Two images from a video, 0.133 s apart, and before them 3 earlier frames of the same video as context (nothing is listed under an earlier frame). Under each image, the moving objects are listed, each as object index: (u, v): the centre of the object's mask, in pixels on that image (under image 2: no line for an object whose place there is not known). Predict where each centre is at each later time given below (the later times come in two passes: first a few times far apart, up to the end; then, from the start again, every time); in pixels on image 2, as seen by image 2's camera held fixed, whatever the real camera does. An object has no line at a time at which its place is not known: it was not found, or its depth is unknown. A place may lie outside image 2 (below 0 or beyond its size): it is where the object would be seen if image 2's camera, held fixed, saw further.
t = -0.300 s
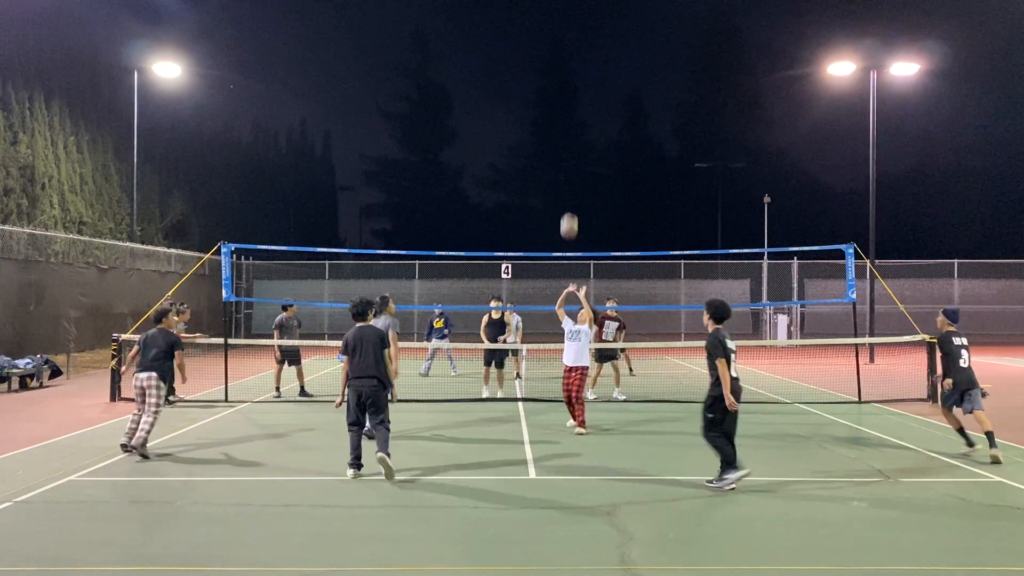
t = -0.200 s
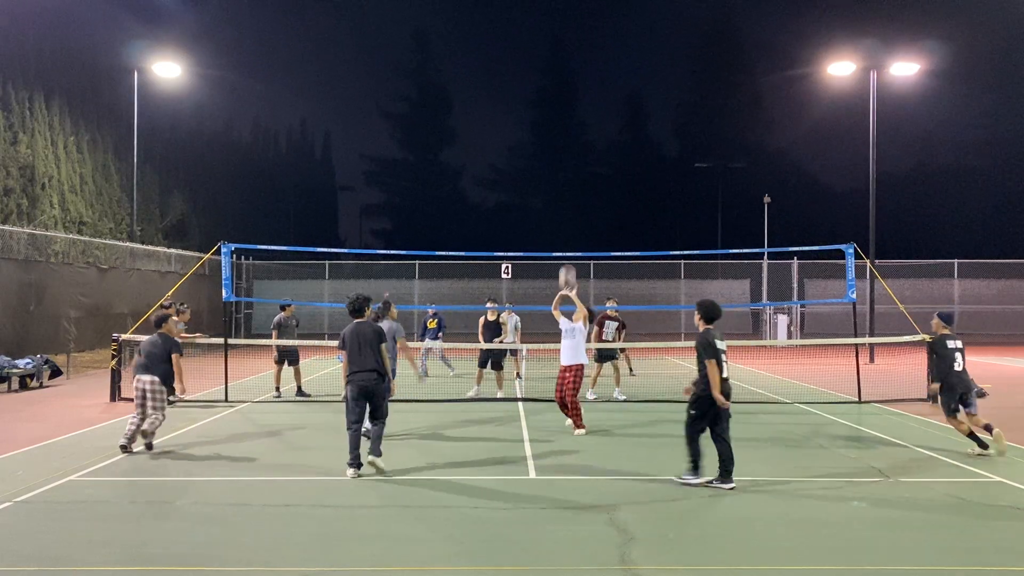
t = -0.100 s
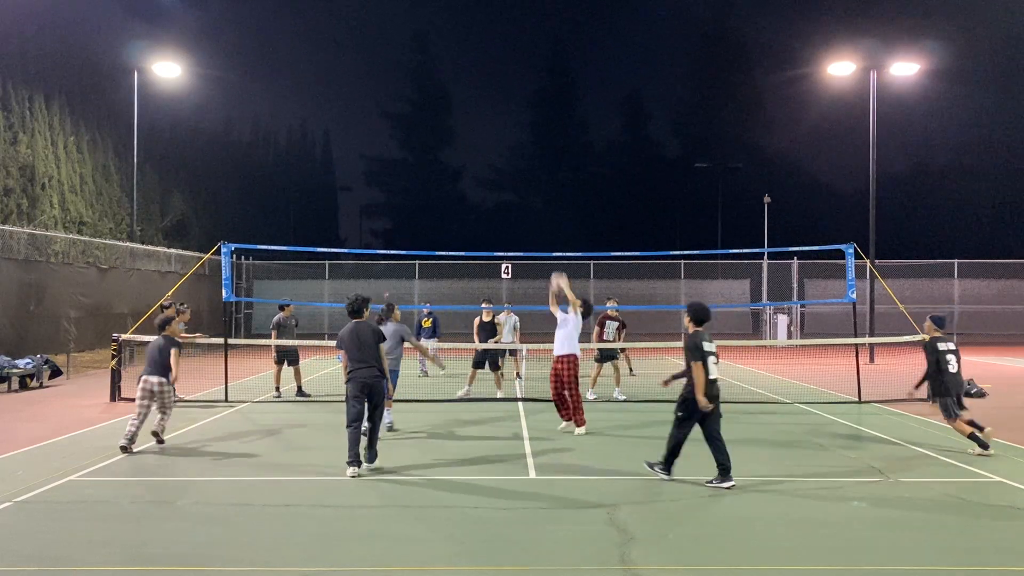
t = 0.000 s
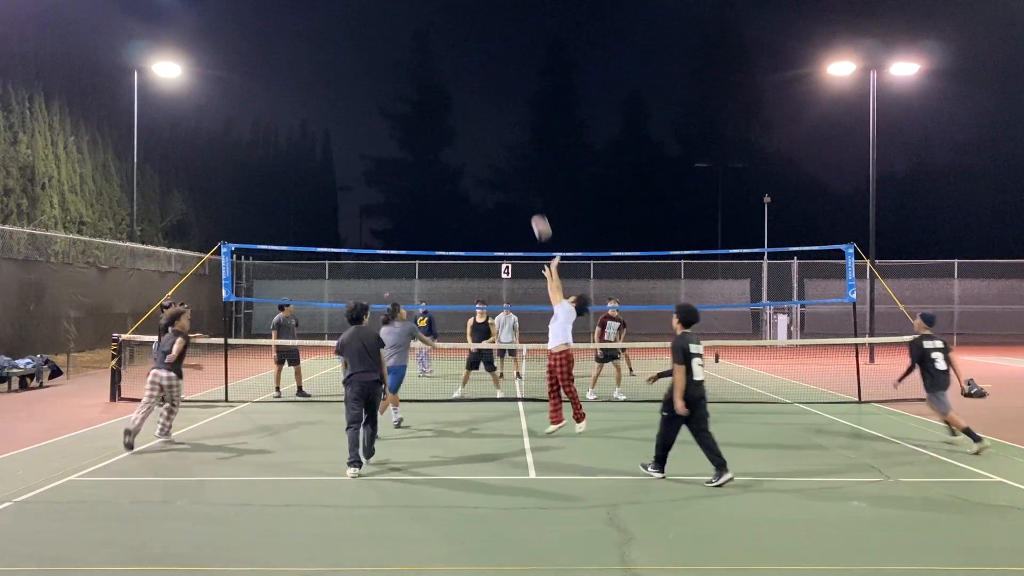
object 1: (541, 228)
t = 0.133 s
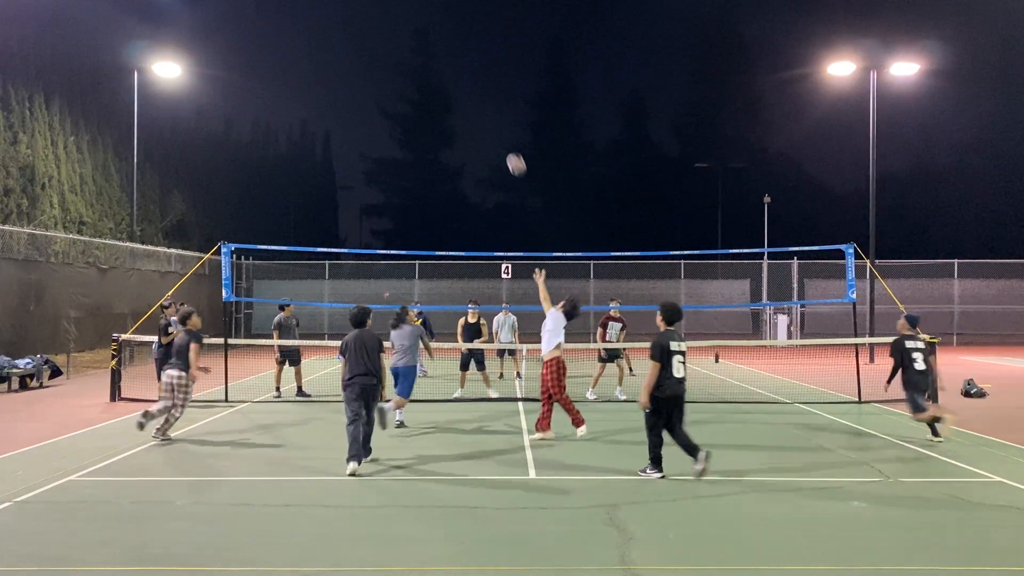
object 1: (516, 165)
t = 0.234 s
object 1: (499, 128)
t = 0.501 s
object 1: (456, 71)
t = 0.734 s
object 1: (421, 67)
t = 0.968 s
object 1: (386, 103)
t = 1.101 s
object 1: (368, 141)
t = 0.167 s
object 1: (510, 151)
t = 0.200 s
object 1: (505, 139)
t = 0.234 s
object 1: (499, 128)
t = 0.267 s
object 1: (494, 117)
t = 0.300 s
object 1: (488, 108)
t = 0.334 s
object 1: (483, 100)
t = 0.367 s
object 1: (478, 92)
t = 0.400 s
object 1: (472, 85)
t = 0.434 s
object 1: (467, 80)
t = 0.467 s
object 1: (462, 75)
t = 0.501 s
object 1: (456, 71)
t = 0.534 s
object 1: (451, 68)
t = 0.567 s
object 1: (446, 65)
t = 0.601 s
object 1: (441, 64)
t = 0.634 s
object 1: (436, 63)
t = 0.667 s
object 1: (431, 64)
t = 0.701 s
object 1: (426, 65)
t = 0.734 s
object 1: (421, 67)
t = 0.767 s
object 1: (416, 70)
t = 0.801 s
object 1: (410, 73)
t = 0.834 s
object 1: (406, 78)
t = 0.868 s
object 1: (401, 83)
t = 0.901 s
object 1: (396, 89)
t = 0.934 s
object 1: (391, 96)
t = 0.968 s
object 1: (386, 103)
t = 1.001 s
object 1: (382, 111)
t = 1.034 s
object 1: (377, 121)
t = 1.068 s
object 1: (372, 131)
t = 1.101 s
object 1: (368, 141)
